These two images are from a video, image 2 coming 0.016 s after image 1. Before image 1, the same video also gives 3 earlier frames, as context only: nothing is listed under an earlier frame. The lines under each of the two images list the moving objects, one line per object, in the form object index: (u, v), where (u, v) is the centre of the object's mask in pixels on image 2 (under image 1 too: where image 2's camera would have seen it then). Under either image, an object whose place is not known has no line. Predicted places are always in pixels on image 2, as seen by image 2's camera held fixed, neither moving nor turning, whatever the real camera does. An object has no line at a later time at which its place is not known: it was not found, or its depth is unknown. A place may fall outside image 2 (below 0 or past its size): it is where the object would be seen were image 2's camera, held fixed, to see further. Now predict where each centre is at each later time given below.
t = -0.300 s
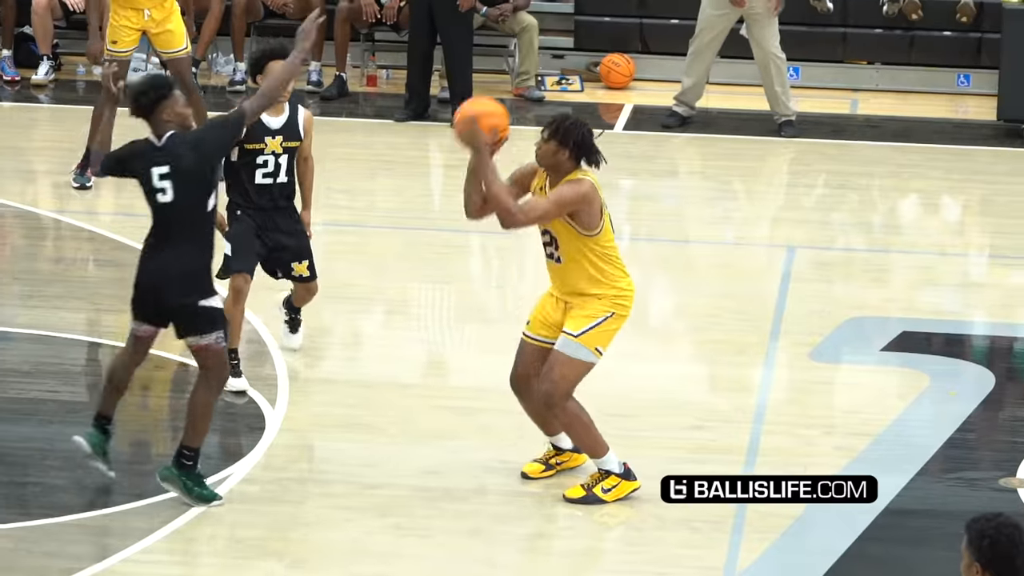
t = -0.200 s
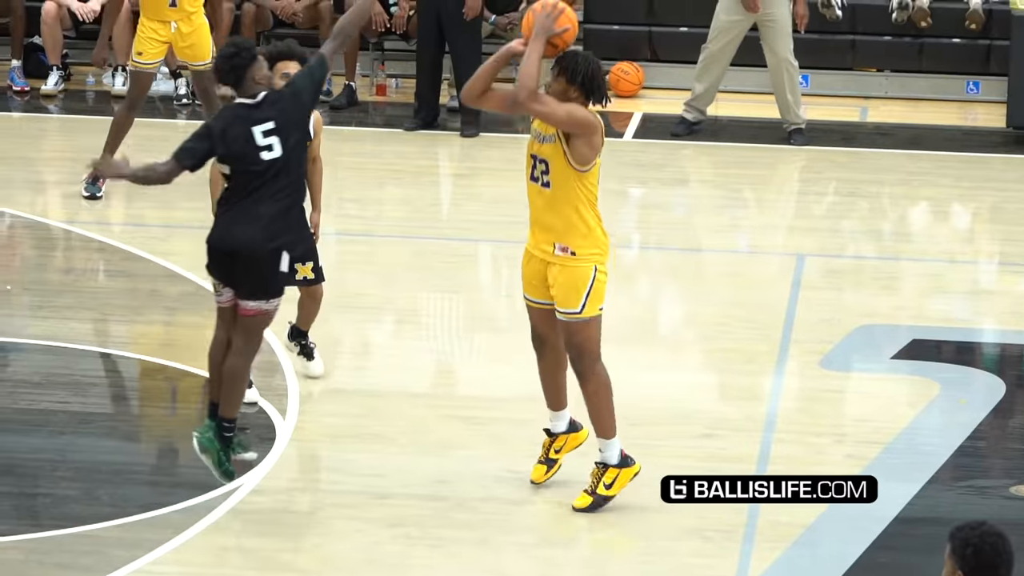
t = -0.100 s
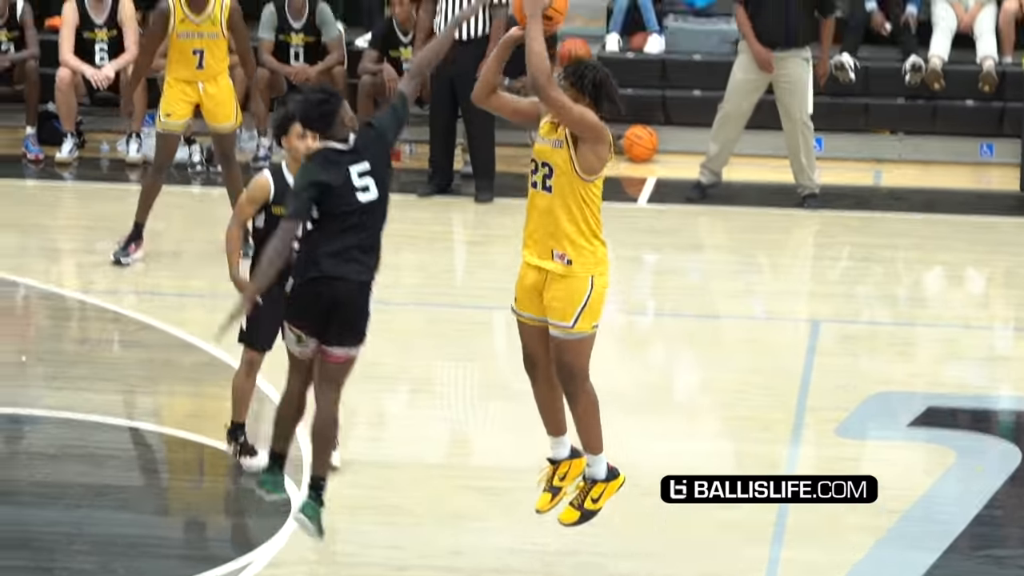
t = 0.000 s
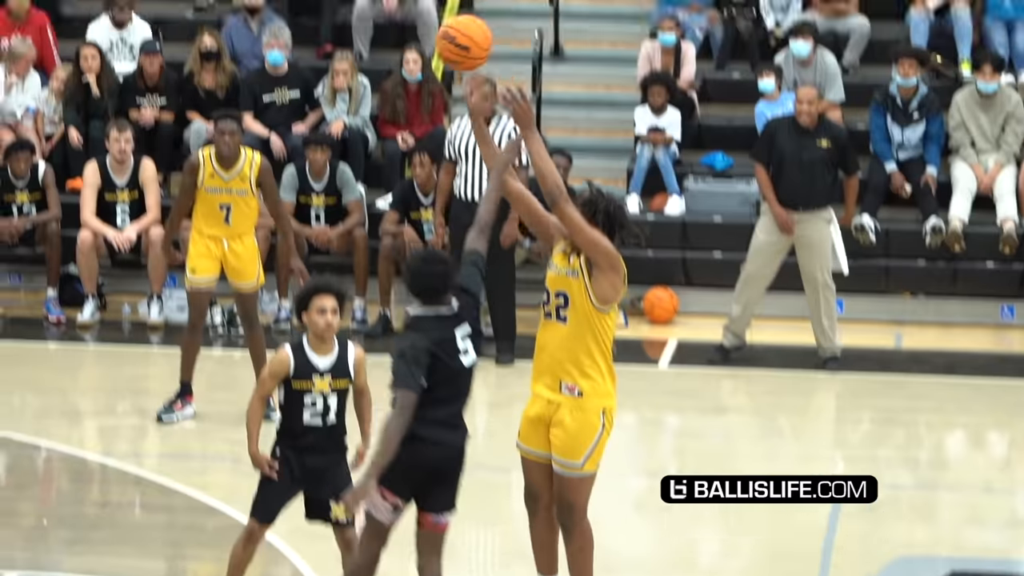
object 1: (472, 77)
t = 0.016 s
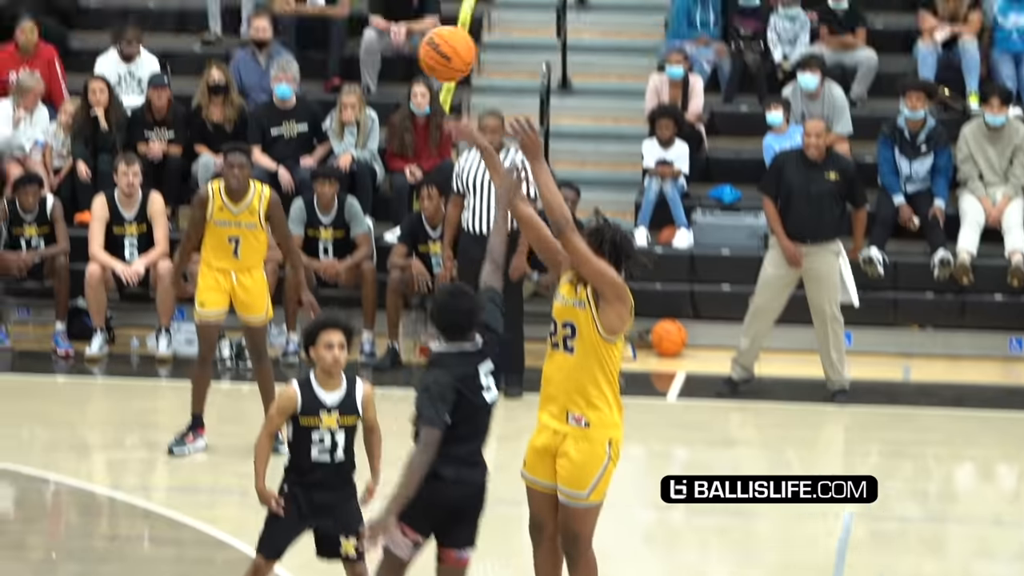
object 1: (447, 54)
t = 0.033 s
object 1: (422, 31)
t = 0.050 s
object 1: (398, 10)
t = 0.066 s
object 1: (374, -12)
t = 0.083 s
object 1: (350, -31)
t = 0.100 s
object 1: (325, -51)
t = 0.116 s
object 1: (300, -70)
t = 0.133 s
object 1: (275, -89)
